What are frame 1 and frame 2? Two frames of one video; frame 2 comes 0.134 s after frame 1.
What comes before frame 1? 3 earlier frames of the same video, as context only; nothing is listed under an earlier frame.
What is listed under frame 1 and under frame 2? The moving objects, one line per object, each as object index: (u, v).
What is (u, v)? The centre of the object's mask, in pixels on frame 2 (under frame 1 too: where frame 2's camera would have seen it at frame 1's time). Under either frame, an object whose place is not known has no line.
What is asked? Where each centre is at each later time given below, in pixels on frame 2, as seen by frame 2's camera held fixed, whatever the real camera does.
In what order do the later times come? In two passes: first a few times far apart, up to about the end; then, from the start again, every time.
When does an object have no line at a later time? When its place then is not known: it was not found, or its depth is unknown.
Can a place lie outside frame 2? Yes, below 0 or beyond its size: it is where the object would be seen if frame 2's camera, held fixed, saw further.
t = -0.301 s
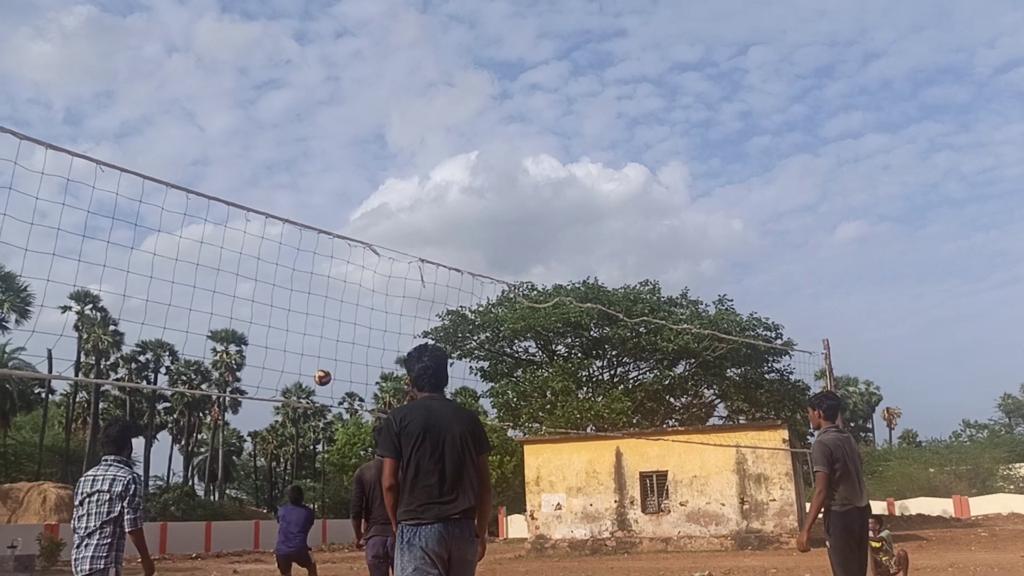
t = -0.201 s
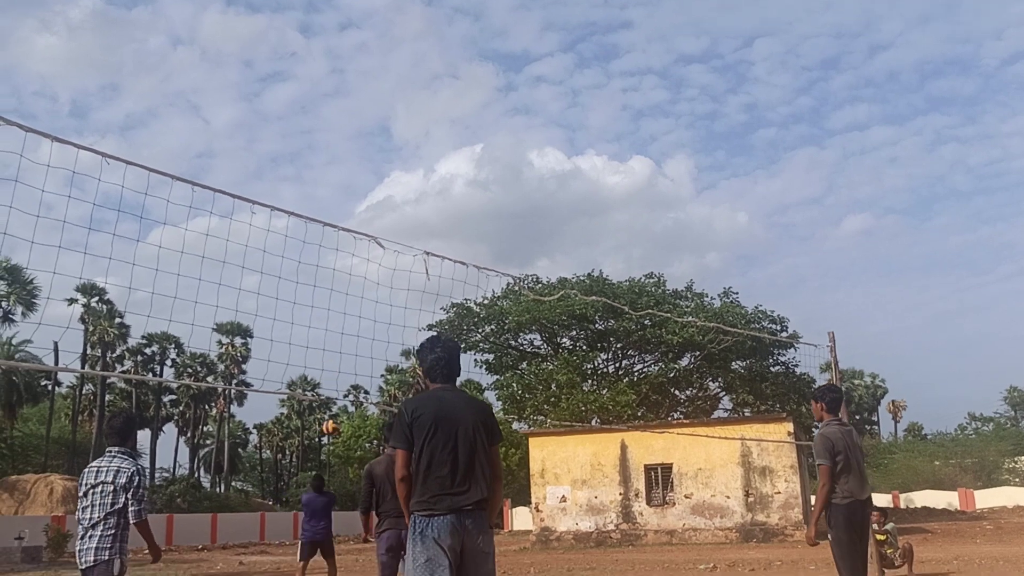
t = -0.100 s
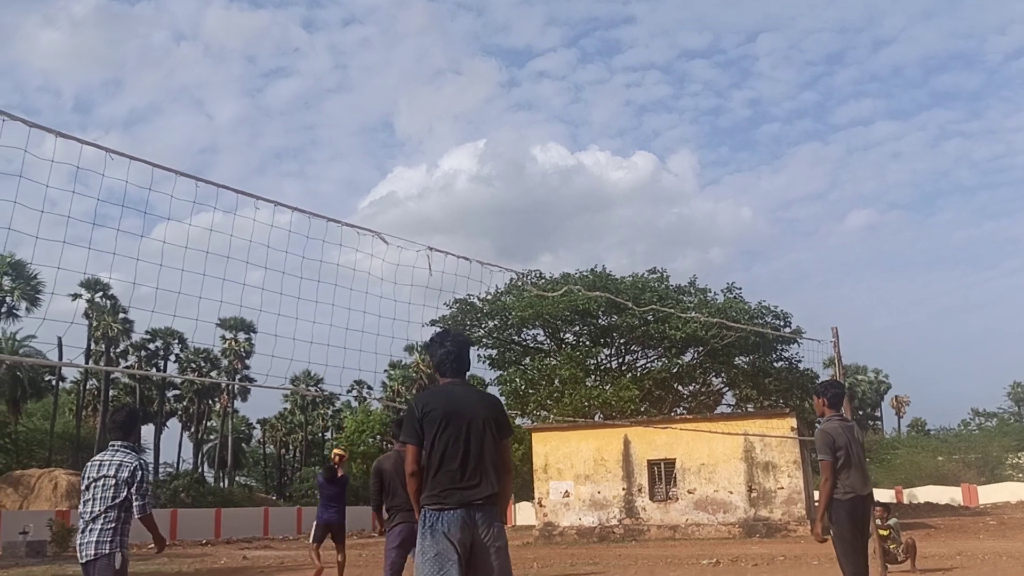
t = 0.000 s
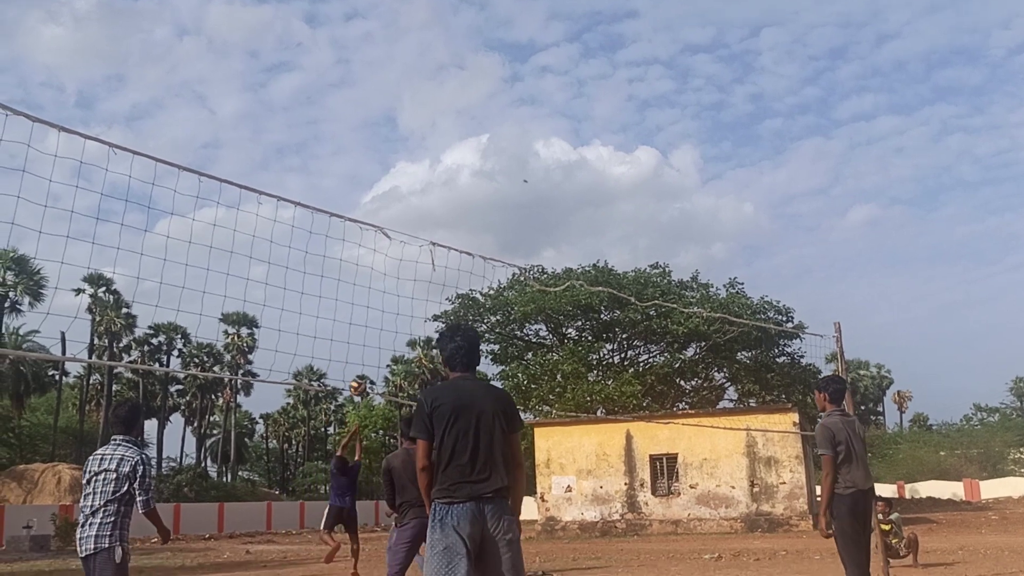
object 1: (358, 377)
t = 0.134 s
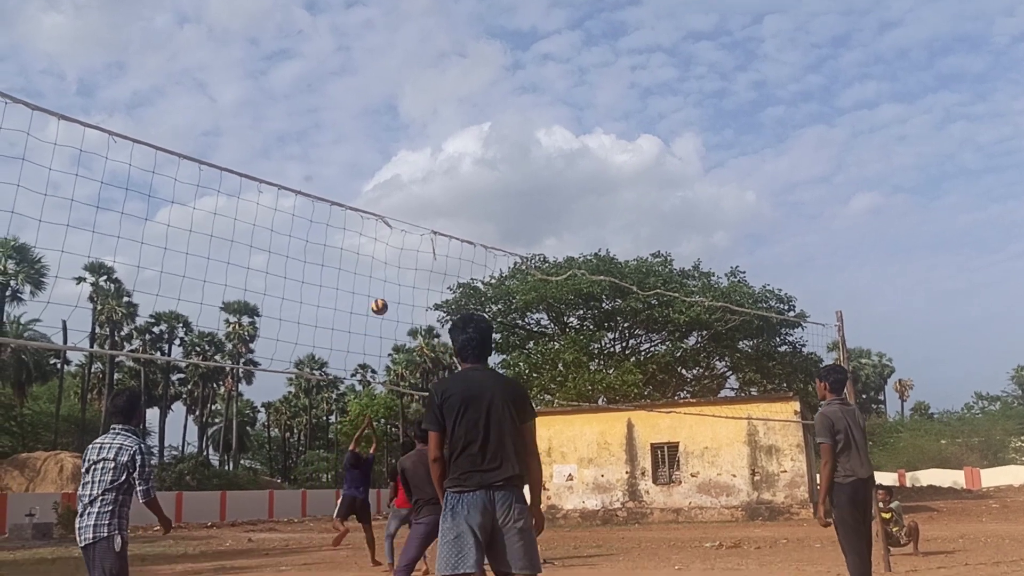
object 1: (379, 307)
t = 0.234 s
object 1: (395, 263)
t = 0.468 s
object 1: (431, 190)
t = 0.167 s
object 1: (384, 291)
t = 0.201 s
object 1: (390, 277)
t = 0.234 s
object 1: (395, 263)
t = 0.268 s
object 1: (399, 250)
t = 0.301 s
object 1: (404, 237)
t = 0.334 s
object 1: (409, 226)
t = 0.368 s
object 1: (415, 216)
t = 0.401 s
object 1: (420, 207)
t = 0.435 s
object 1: (425, 198)
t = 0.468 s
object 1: (431, 190)
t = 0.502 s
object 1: (436, 184)
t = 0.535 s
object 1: (441, 177)
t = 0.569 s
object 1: (447, 172)
